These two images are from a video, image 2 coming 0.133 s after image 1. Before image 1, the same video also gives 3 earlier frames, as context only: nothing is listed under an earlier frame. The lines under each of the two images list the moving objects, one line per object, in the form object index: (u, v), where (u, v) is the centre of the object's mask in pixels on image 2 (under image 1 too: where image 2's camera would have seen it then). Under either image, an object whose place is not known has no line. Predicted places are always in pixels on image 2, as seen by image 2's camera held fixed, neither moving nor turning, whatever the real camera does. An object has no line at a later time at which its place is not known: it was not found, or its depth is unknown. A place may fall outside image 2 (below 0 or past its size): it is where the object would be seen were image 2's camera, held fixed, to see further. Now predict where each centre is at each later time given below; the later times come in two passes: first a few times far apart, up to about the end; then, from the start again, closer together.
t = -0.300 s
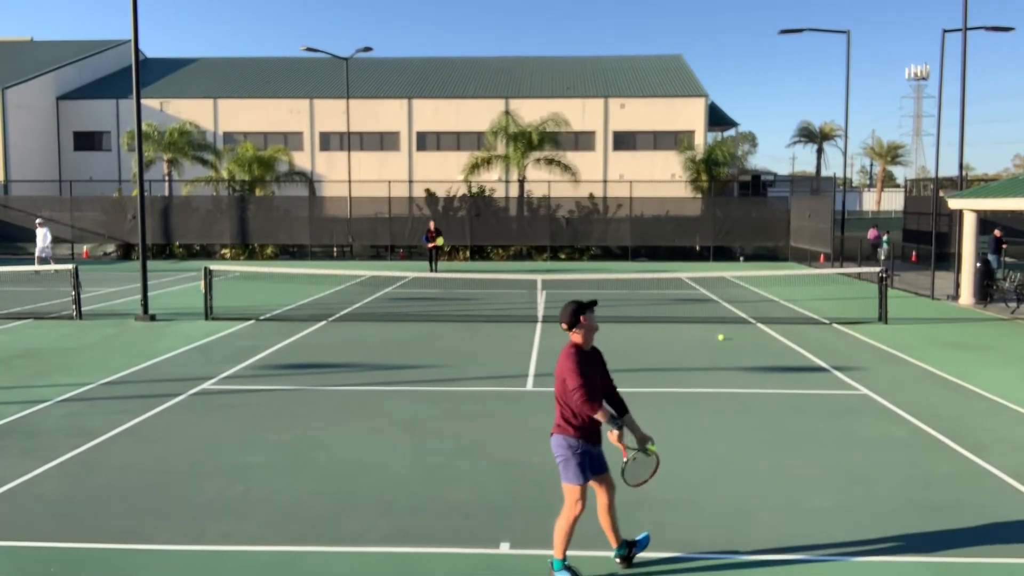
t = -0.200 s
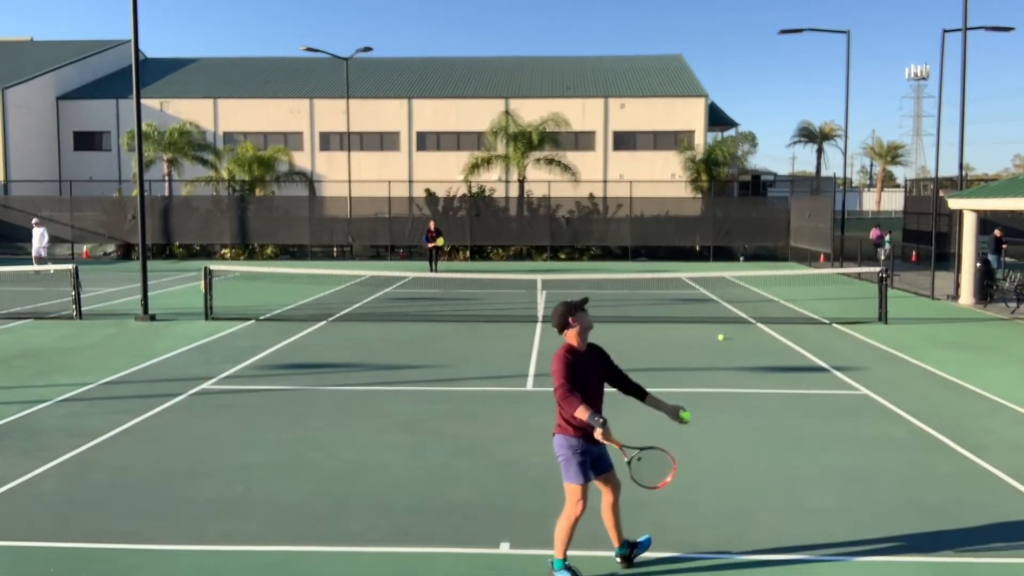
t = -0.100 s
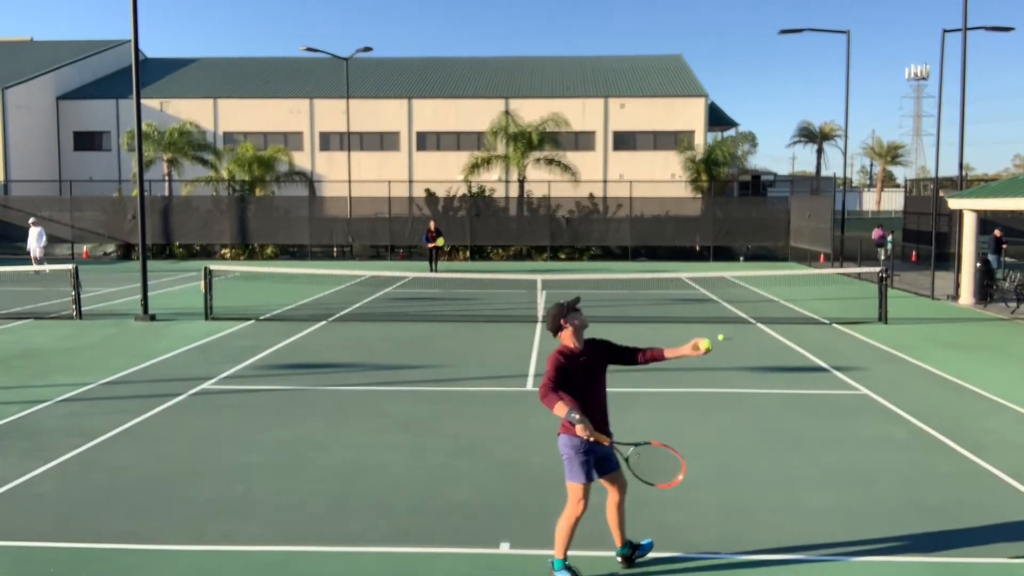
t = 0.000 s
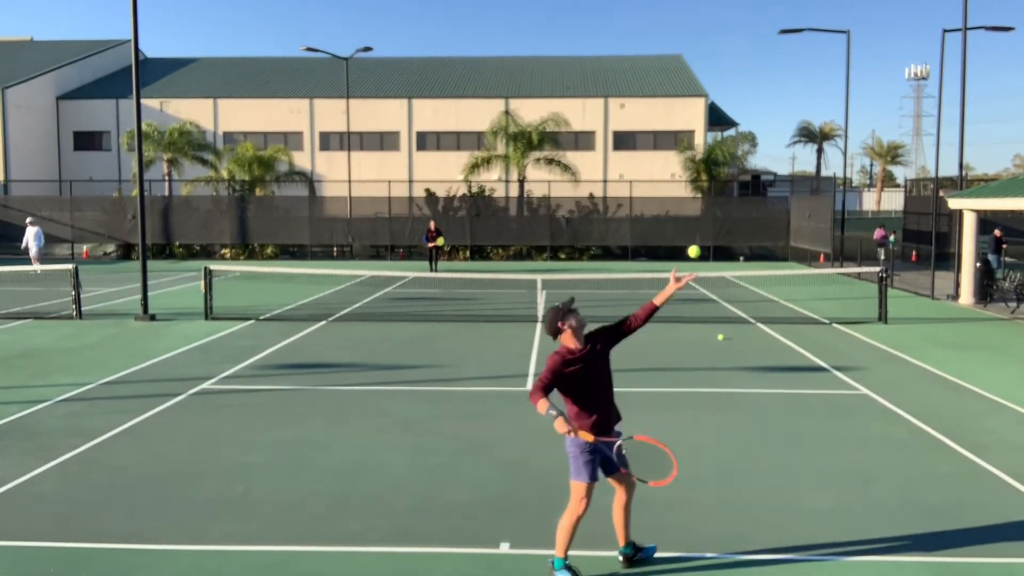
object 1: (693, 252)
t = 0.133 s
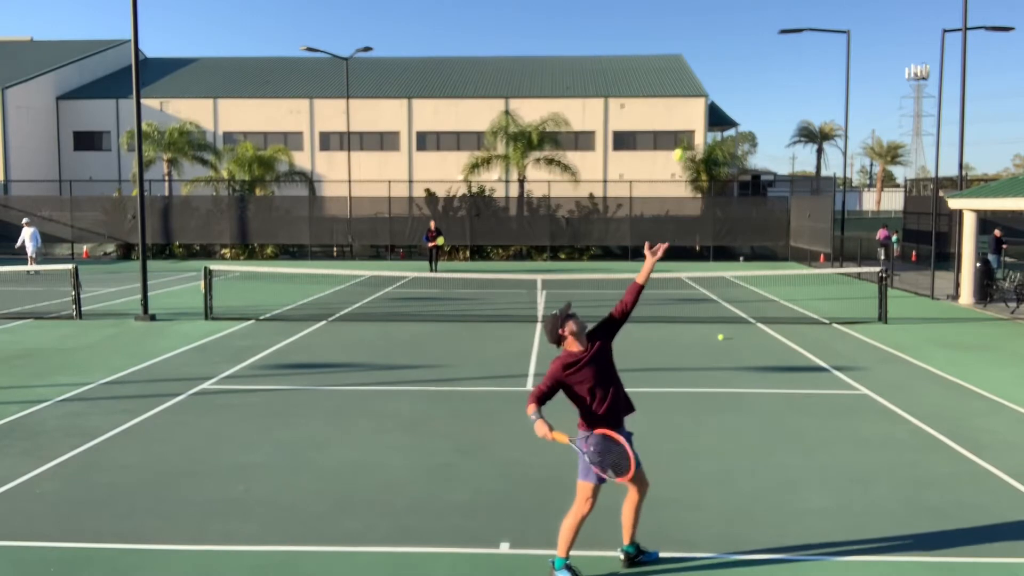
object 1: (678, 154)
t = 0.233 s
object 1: (666, 103)
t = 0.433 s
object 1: (643, 50)
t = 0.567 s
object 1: (628, 51)
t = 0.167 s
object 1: (674, 136)
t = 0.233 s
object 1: (666, 103)
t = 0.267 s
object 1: (662, 90)
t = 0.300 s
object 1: (658, 78)
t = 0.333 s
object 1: (654, 68)
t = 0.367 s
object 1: (651, 60)
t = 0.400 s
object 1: (647, 54)
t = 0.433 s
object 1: (643, 50)
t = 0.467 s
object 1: (640, 47)
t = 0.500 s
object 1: (636, 47)
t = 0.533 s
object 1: (632, 48)
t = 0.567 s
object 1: (628, 51)
